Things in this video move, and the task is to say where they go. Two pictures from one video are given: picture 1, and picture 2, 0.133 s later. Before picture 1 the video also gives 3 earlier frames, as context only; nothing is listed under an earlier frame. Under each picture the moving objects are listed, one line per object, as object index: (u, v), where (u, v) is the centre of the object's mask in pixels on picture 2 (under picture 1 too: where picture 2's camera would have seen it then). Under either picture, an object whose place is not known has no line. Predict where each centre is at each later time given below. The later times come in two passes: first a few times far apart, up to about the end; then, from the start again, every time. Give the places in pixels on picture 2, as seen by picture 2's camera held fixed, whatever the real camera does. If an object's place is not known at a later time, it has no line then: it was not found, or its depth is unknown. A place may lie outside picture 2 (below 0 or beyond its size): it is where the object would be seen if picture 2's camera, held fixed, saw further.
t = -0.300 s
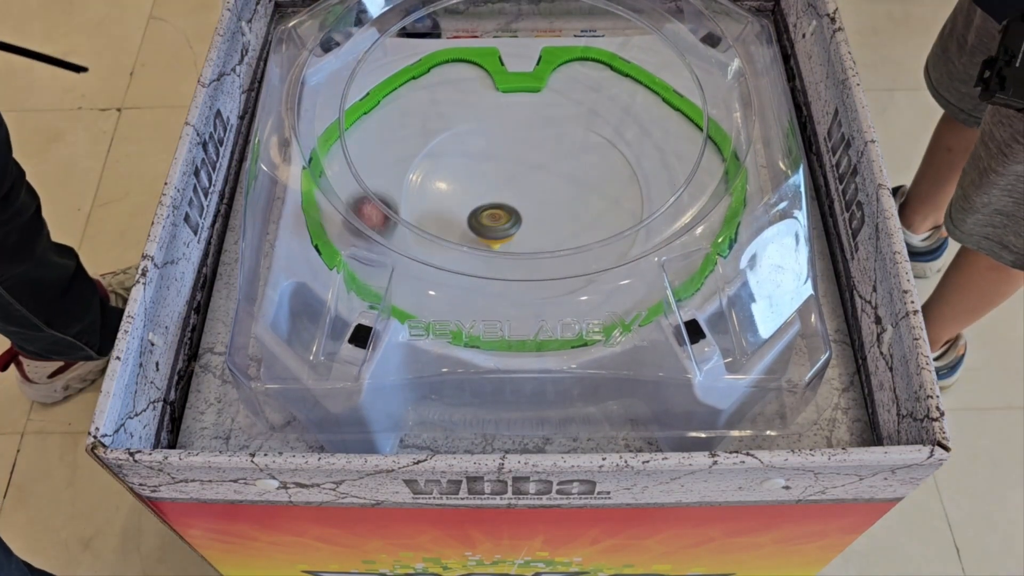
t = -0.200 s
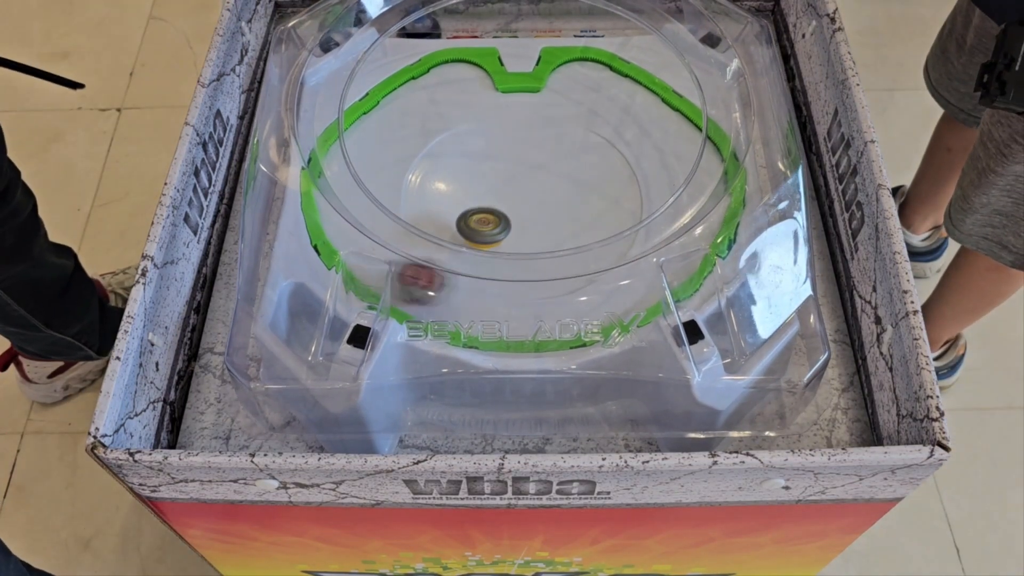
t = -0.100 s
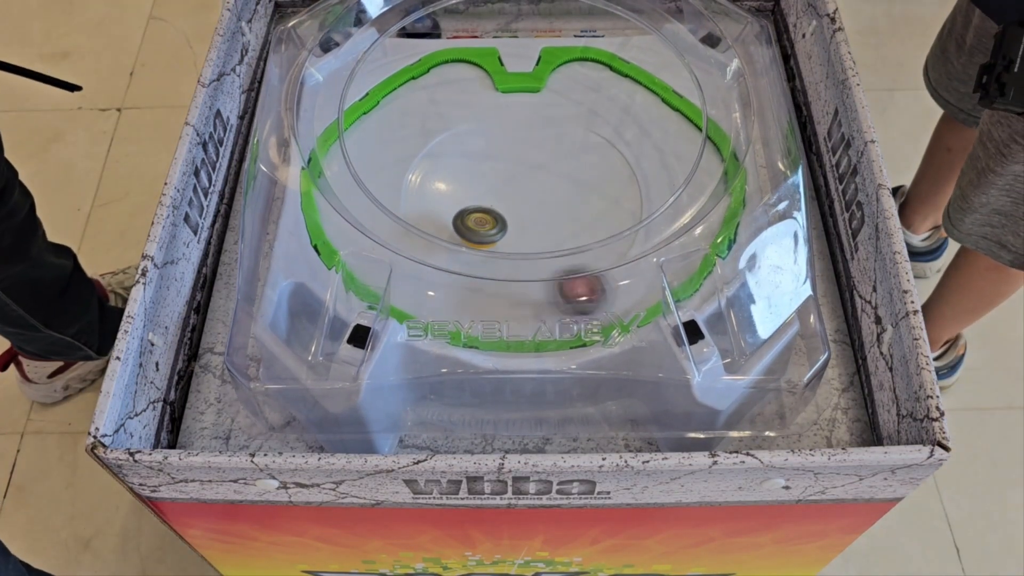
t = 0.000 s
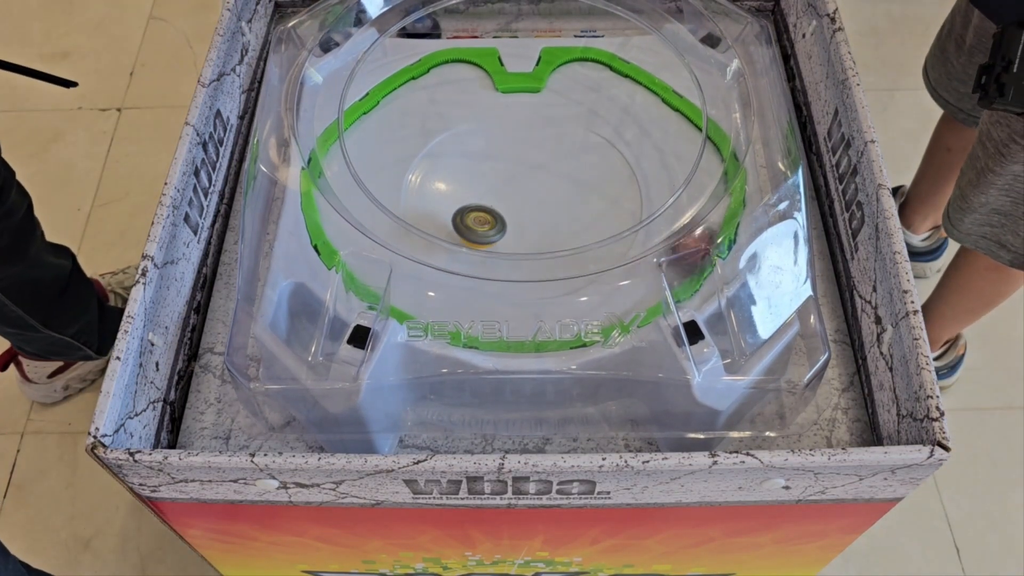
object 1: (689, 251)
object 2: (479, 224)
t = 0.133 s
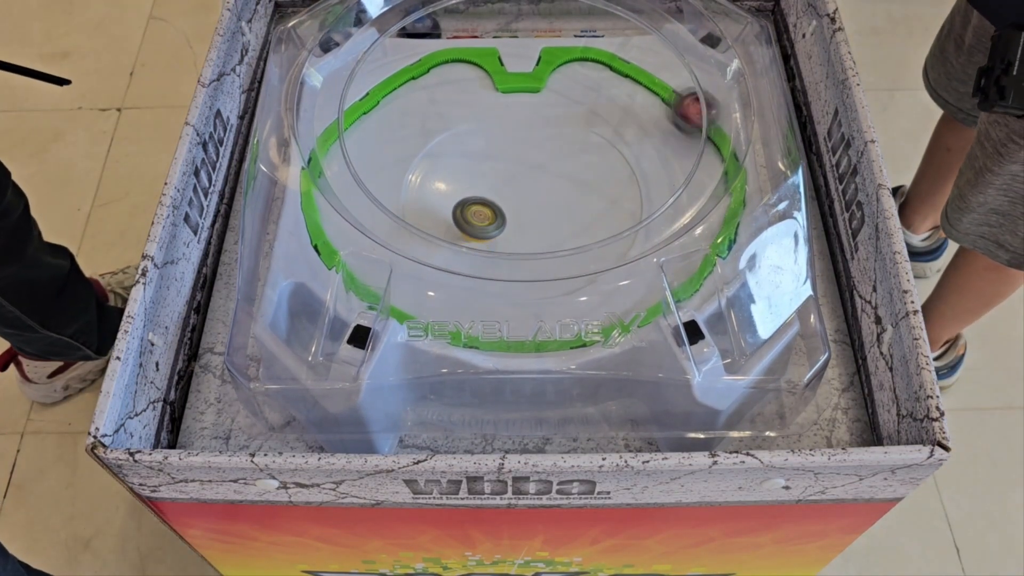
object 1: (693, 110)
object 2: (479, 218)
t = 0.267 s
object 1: (557, 66)
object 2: (483, 205)
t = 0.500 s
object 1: (567, 281)
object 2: (485, 182)
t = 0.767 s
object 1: (653, 239)
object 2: (509, 167)
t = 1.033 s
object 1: (679, 125)
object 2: (540, 166)
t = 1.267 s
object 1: (553, 78)
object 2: (558, 174)
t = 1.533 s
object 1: (598, 182)
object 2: (541, 231)
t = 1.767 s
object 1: (569, 196)
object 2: (523, 260)
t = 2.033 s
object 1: (540, 194)
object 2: (505, 252)
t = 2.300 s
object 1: (531, 178)
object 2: (479, 231)
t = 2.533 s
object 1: (491, 153)
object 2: (493, 199)
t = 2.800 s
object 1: (488, 170)
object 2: (533, 201)
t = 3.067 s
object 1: (530, 157)
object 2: (593, 201)
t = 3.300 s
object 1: (532, 162)
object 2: (608, 197)
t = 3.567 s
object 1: (507, 174)
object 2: (629, 208)
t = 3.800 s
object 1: (421, 152)
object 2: (634, 238)
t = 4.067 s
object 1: (466, 171)
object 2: (606, 246)
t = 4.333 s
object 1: (537, 156)
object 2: (569, 212)
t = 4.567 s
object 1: (601, 81)
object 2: (500, 234)
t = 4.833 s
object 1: (622, 82)
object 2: (512, 220)
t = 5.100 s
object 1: (602, 128)
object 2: (543, 194)
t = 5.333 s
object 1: (551, 98)
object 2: (532, 226)
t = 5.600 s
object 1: (527, 101)
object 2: (531, 240)
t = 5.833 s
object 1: (529, 159)
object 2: (525, 239)
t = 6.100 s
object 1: (502, 172)
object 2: (526, 233)
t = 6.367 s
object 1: (485, 125)
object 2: (545, 225)
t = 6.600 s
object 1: (506, 156)
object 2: (563, 208)
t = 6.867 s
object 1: (550, 176)
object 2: (587, 208)
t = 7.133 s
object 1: (551, 166)
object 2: (587, 242)
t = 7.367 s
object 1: (535, 175)
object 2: (565, 246)
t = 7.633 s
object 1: (517, 170)
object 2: (539, 214)
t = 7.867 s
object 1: (513, 170)
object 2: (552, 180)
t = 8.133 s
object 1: (515, 170)
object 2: (584, 159)
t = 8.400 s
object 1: (515, 170)
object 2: (588, 172)
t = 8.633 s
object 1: (514, 168)
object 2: (553, 188)
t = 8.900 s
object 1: (498, 164)
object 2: (550, 206)
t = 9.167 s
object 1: (522, 160)
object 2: (542, 191)
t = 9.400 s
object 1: (523, 155)
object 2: (542, 186)
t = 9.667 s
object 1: (526, 155)
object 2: (544, 186)
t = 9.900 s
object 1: (528, 154)
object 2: (537, 185)
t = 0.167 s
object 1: (658, 85)
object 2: (480, 215)
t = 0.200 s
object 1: (624, 62)
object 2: (481, 212)
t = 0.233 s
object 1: (586, 46)
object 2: (482, 208)
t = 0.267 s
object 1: (557, 66)
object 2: (483, 205)
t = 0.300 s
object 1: (553, 98)
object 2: (485, 201)
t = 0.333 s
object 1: (549, 133)
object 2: (488, 198)
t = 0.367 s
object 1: (544, 167)
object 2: (491, 194)
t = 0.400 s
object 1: (545, 199)
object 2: (489, 191)
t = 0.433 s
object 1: (552, 229)
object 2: (484, 187)
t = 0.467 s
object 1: (560, 255)
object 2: (483, 184)
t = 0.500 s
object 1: (567, 281)
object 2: (485, 182)
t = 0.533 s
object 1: (571, 290)
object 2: (487, 179)
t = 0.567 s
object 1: (573, 297)
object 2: (489, 177)
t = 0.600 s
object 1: (575, 317)
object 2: (492, 175)
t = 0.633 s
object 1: (579, 321)
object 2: (495, 173)
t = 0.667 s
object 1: (596, 298)
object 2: (498, 171)
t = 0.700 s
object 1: (619, 280)
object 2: (502, 169)
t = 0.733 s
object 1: (636, 265)
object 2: (505, 168)
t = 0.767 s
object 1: (653, 239)
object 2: (509, 167)
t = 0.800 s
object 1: (664, 219)
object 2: (513, 166)
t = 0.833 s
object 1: (677, 201)
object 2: (517, 166)
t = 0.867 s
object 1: (689, 187)
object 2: (521, 165)
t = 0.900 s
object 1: (699, 174)
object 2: (525, 165)
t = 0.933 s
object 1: (712, 164)
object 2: (529, 165)
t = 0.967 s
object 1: (719, 154)
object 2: (533, 165)
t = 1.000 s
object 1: (708, 138)
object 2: (536, 165)
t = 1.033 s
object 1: (679, 125)
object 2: (540, 166)
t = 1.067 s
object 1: (653, 108)
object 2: (543, 167)
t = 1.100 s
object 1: (629, 96)
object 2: (546, 168)
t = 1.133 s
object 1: (605, 85)
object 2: (549, 170)
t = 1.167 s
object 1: (584, 76)
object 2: (552, 171)
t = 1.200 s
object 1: (564, 68)
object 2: (555, 172)
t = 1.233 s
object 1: (547, 64)
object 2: (557, 173)
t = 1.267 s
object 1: (553, 78)
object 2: (558, 174)
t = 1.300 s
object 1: (563, 101)
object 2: (560, 176)
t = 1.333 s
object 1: (571, 125)
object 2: (561, 177)
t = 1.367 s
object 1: (580, 142)
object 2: (558, 185)
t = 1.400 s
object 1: (588, 150)
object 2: (552, 200)
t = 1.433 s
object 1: (595, 159)
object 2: (546, 211)
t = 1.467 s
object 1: (598, 167)
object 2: (543, 220)
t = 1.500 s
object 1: (599, 175)
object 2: (541, 226)
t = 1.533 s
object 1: (598, 182)
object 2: (541, 231)
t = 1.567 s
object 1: (595, 188)
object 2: (539, 234)
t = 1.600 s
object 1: (591, 193)
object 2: (538, 237)
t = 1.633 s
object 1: (586, 196)
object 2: (536, 239)
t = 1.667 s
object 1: (581, 197)
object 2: (534, 248)
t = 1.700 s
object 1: (576, 198)
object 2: (530, 249)
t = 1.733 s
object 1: (572, 198)
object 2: (525, 253)
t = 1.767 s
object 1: (569, 196)
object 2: (523, 260)
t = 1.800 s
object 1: (568, 195)
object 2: (521, 260)
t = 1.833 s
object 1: (566, 193)
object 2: (519, 261)
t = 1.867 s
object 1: (564, 192)
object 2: (516, 261)
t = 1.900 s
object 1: (560, 191)
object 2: (514, 261)
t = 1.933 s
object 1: (555, 191)
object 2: (511, 261)
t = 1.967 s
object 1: (551, 192)
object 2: (509, 260)
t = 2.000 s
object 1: (545, 193)
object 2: (507, 260)
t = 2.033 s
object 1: (540, 194)
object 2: (505, 252)
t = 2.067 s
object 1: (535, 196)
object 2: (503, 252)
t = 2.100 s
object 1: (529, 199)
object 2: (500, 249)
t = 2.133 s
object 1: (524, 202)
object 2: (498, 244)
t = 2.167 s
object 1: (521, 205)
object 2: (496, 237)
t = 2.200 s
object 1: (525, 200)
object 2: (487, 236)
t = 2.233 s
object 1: (528, 194)
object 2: (481, 236)
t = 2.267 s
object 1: (531, 187)
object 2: (479, 234)
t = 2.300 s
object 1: (531, 178)
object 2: (479, 231)
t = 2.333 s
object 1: (530, 170)
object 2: (480, 228)
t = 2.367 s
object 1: (526, 163)
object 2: (481, 223)
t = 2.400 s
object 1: (521, 157)
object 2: (482, 219)
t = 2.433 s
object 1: (514, 153)
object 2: (484, 214)
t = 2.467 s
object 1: (506, 151)
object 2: (487, 209)
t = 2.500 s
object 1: (498, 150)
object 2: (490, 204)
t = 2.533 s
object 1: (491, 153)
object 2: (493, 199)
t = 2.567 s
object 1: (485, 151)
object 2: (497, 201)
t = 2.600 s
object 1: (480, 149)
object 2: (501, 206)
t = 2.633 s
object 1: (476, 150)
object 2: (504, 209)
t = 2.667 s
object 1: (475, 152)
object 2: (508, 208)
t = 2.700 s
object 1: (475, 156)
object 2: (514, 206)
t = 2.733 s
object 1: (478, 160)
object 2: (521, 205)
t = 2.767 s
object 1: (482, 165)
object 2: (527, 203)
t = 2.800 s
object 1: (488, 170)
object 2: (533, 201)
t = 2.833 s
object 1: (496, 173)
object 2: (539, 200)
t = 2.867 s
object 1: (502, 172)
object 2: (550, 203)
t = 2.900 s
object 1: (508, 170)
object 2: (560, 204)
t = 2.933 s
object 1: (515, 168)
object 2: (567, 203)
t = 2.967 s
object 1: (520, 165)
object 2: (574, 202)
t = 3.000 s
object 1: (524, 162)
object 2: (581, 202)
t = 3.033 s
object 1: (528, 160)
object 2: (587, 201)
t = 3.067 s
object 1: (530, 157)
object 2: (593, 201)
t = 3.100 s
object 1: (531, 155)
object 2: (598, 200)
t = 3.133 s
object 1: (532, 154)
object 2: (602, 200)
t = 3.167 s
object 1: (531, 153)
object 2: (606, 200)
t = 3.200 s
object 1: (532, 155)
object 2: (608, 199)
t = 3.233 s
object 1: (532, 156)
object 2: (608, 199)
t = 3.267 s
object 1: (532, 159)
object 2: (608, 198)
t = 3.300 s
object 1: (532, 162)
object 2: (608, 197)
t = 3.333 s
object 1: (534, 166)
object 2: (607, 196)
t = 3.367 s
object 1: (535, 170)
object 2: (607, 196)
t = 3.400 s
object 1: (537, 174)
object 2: (606, 196)
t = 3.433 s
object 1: (540, 178)
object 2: (605, 196)
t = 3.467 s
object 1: (542, 182)
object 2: (603, 197)
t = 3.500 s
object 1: (545, 187)
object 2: (600, 198)
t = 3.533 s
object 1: (532, 182)
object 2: (613, 202)
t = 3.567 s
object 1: (507, 174)
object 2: (629, 208)
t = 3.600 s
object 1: (485, 166)
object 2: (636, 212)
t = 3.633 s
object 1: (467, 160)
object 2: (640, 221)
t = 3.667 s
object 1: (452, 156)
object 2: (638, 231)
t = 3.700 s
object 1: (442, 154)
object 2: (637, 230)
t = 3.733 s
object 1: (434, 153)
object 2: (637, 233)
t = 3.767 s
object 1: (427, 153)
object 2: (636, 235)
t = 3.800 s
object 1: (421, 152)
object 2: (634, 238)
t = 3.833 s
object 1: (417, 152)
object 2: (632, 240)
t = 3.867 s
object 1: (421, 157)
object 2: (629, 242)
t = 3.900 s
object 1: (426, 161)
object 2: (626, 243)
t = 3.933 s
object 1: (433, 165)
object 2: (623, 245)
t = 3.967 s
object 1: (440, 168)
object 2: (619, 245)
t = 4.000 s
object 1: (448, 170)
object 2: (615, 246)
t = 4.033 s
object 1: (457, 171)
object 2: (611, 246)
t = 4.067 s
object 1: (466, 171)
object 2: (606, 246)
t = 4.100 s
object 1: (476, 170)
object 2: (601, 247)
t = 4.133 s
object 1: (485, 167)
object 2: (596, 238)
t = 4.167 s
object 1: (494, 165)
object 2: (589, 231)
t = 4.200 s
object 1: (502, 163)
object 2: (586, 229)
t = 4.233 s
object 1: (511, 161)
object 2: (583, 226)
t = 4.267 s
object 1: (520, 159)
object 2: (579, 223)
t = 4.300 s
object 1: (529, 157)
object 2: (574, 218)
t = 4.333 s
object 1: (537, 156)
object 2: (569, 212)
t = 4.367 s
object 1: (546, 155)
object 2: (565, 206)
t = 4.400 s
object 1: (554, 154)
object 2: (560, 199)
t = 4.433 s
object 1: (567, 137)
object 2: (549, 205)
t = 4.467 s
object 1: (580, 118)
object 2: (535, 217)
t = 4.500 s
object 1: (589, 102)
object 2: (521, 226)
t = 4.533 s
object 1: (596, 91)
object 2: (509, 232)
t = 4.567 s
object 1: (601, 81)
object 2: (500, 234)
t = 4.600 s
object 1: (606, 74)
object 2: (496, 234)
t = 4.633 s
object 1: (612, 70)
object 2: (496, 232)
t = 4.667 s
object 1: (618, 68)
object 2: (498, 231)
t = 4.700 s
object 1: (625, 67)
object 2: (500, 230)
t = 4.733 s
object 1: (629, 69)
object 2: (503, 228)
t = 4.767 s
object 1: (625, 74)
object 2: (505, 225)
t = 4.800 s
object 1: (623, 78)
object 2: (509, 222)
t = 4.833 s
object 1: (622, 82)
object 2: (512, 220)
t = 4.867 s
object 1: (622, 87)
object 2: (515, 217)
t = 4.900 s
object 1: (623, 92)
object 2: (519, 214)
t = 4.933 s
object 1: (622, 98)
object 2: (523, 210)
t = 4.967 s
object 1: (620, 104)
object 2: (527, 207)
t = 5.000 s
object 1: (617, 110)
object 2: (531, 204)
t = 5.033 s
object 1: (614, 116)
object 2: (535, 201)
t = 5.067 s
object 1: (608, 121)
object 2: (539, 198)
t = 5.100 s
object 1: (602, 128)
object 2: (543, 194)
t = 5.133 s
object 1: (592, 134)
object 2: (547, 191)
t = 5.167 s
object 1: (582, 140)
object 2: (551, 188)
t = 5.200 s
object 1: (571, 145)
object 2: (555, 185)
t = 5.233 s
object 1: (565, 136)
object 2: (552, 193)
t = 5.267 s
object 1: (560, 117)
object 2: (546, 208)
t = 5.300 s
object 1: (556, 106)
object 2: (539, 219)
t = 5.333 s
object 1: (551, 98)
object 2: (532, 226)
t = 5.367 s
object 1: (546, 89)
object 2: (529, 230)
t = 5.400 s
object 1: (543, 83)
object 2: (527, 232)
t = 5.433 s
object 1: (540, 80)
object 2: (527, 234)
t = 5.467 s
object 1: (537, 80)
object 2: (529, 235)
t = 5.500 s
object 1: (534, 84)
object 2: (530, 236)
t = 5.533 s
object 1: (531, 90)
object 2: (531, 238)
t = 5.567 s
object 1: (529, 94)
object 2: (531, 239)
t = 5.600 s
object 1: (527, 101)
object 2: (531, 240)
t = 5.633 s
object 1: (526, 109)
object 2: (531, 245)
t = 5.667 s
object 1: (526, 117)
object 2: (531, 246)
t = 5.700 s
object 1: (526, 124)
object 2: (530, 246)
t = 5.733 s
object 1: (527, 133)
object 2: (529, 246)
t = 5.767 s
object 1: (528, 142)
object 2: (528, 245)
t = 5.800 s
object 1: (529, 150)
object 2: (527, 240)
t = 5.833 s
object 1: (529, 159)
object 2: (525, 239)
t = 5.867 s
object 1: (529, 166)
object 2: (525, 238)
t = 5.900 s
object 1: (527, 174)
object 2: (524, 237)
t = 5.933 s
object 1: (525, 180)
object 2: (523, 235)
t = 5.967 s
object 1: (522, 185)
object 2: (523, 233)
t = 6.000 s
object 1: (518, 188)
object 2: (523, 230)
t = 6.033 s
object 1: (514, 190)
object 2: (523, 226)
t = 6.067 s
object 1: (508, 186)
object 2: (525, 228)
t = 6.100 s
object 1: (502, 172)
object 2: (526, 233)
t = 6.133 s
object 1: (496, 163)
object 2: (526, 235)
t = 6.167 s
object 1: (493, 151)
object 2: (527, 235)
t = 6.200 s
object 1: (490, 142)
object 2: (530, 234)
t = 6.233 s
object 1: (487, 137)
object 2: (533, 232)
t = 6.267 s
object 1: (486, 130)
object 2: (536, 231)
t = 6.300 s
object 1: (484, 129)
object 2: (539, 229)
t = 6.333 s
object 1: (485, 125)
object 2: (542, 227)
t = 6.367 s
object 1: (485, 125)
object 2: (545, 225)
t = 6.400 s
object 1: (488, 126)
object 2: (548, 223)
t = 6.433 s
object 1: (490, 127)
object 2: (550, 221)
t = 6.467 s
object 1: (493, 133)
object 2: (553, 218)
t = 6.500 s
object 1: (495, 136)
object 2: (556, 215)
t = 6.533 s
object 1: (498, 143)
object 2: (559, 213)
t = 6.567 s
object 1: (502, 148)
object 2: (561, 210)
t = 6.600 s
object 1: (506, 156)
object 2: (563, 208)
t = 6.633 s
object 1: (511, 163)
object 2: (565, 205)
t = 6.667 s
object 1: (517, 169)
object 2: (567, 203)
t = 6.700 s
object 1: (524, 176)
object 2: (569, 200)
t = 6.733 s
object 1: (529, 182)
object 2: (573, 200)
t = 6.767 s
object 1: (535, 174)
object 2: (580, 207)
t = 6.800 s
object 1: (540, 173)
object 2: (583, 210)
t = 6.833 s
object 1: (544, 177)
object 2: (585, 209)
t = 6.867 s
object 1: (550, 176)
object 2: (587, 208)
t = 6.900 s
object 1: (555, 175)
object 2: (589, 207)
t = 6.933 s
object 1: (558, 179)
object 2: (590, 207)
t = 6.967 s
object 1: (559, 173)
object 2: (593, 215)
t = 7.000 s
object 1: (558, 169)
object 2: (593, 225)
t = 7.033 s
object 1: (557, 165)
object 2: (591, 233)
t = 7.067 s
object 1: (555, 162)
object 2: (589, 238)
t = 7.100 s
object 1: (554, 163)
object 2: (588, 240)
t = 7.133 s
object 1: (551, 166)
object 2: (587, 242)
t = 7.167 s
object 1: (544, 164)
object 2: (585, 245)
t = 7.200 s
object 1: (541, 165)
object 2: (583, 245)
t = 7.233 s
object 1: (540, 168)
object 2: (581, 246)
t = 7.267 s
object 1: (538, 169)
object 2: (578, 246)
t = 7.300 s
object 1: (535, 171)
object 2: (574, 248)
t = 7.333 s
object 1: (535, 171)
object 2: (570, 248)
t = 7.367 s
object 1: (535, 175)
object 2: (565, 246)
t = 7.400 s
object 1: (532, 178)
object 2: (561, 248)
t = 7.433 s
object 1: (527, 178)
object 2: (557, 245)
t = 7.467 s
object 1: (523, 177)
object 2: (552, 237)
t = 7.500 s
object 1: (519, 175)
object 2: (549, 235)
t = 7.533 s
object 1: (518, 172)
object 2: (546, 232)
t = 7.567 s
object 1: (517, 171)
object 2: (543, 227)
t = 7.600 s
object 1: (517, 171)
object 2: (541, 221)
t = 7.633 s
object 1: (517, 170)
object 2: (539, 214)
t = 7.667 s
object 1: (516, 169)
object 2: (539, 207)
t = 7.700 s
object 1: (515, 169)
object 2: (539, 200)
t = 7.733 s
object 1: (513, 169)
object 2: (539, 194)
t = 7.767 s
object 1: (511, 170)
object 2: (542, 190)
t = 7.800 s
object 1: (511, 170)
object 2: (546, 188)
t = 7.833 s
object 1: (512, 170)
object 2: (549, 184)
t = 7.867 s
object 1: (513, 170)
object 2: (552, 180)
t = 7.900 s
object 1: (513, 169)
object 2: (555, 175)
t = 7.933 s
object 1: (515, 169)
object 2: (559, 171)
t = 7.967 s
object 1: (516, 169)
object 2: (563, 168)
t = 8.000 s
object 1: (516, 169)
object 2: (568, 165)
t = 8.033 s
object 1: (515, 169)
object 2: (572, 162)
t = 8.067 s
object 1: (515, 169)
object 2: (576, 161)
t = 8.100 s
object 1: (515, 170)
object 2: (580, 159)
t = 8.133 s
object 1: (515, 170)
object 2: (584, 159)
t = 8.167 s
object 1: (515, 170)
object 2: (586, 159)
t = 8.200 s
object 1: (515, 170)
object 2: (588, 159)
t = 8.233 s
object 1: (515, 170)
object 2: (590, 160)
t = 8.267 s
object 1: (515, 169)
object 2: (591, 162)
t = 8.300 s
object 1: (515, 169)
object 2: (592, 163)
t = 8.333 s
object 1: (515, 169)
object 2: (591, 166)
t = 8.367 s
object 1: (515, 169)
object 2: (590, 169)
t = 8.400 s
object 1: (515, 170)
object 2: (588, 172)
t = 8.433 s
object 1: (515, 169)
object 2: (586, 175)
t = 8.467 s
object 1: (515, 169)
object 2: (582, 178)
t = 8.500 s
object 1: (515, 169)
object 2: (578, 181)
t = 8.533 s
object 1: (515, 170)
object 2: (573, 183)
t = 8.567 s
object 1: (515, 169)
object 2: (567, 185)
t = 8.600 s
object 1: (515, 169)
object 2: (560, 187)
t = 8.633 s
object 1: (514, 168)
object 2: (553, 188)
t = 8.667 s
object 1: (513, 167)
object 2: (546, 189)
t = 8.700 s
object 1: (511, 165)
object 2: (541, 188)
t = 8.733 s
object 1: (508, 163)
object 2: (543, 191)
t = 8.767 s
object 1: (500, 160)
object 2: (548, 200)
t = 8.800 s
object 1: (495, 159)
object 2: (552, 204)
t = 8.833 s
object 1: (494, 160)
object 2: (554, 206)
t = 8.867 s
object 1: (495, 161)
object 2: (552, 207)
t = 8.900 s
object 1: (498, 164)
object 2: (550, 206)
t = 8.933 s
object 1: (503, 165)
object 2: (549, 204)
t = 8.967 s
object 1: (507, 165)
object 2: (548, 204)
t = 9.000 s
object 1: (510, 164)
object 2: (547, 203)
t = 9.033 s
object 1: (512, 162)
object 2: (545, 200)
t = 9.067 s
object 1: (514, 162)
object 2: (544, 199)
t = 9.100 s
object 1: (516, 162)
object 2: (544, 196)
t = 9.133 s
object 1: (518, 161)
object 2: (543, 194)
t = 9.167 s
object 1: (522, 160)
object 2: (542, 191)
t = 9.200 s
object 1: (526, 158)
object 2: (542, 189)
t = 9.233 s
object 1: (530, 156)
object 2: (542, 186)
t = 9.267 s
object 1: (532, 154)
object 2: (542, 184)
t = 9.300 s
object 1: (530, 155)
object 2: (543, 186)
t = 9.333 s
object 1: (528, 155)
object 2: (543, 189)
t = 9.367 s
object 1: (526, 155)
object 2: (541, 188)
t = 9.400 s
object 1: (523, 155)
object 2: (542, 186)
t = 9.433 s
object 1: (522, 155)
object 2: (544, 185)
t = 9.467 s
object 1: (520, 156)
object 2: (546, 186)
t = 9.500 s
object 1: (521, 156)
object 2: (545, 187)
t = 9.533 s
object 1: (522, 156)
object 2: (543, 186)
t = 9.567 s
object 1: (523, 156)
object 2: (544, 185)
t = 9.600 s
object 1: (524, 155)
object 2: (546, 185)
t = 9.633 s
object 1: (525, 156)
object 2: (546, 186)
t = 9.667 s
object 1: (526, 155)
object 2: (544, 186)
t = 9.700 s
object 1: (527, 155)
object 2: (543, 186)
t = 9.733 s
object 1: (527, 155)
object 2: (543, 186)
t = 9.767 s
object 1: (527, 155)
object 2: (543, 186)
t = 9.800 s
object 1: (528, 155)
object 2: (541, 186)
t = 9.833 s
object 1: (528, 154)
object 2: (539, 186)
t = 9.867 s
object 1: (528, 154)
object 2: (538, 185)
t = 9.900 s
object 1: (528, 154)
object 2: (537, 185)
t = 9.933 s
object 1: (528, 153)
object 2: (536, 185)
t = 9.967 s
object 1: (528, 153)
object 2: (534, 183)
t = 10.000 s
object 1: (528, 152)
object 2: (533, 183)
